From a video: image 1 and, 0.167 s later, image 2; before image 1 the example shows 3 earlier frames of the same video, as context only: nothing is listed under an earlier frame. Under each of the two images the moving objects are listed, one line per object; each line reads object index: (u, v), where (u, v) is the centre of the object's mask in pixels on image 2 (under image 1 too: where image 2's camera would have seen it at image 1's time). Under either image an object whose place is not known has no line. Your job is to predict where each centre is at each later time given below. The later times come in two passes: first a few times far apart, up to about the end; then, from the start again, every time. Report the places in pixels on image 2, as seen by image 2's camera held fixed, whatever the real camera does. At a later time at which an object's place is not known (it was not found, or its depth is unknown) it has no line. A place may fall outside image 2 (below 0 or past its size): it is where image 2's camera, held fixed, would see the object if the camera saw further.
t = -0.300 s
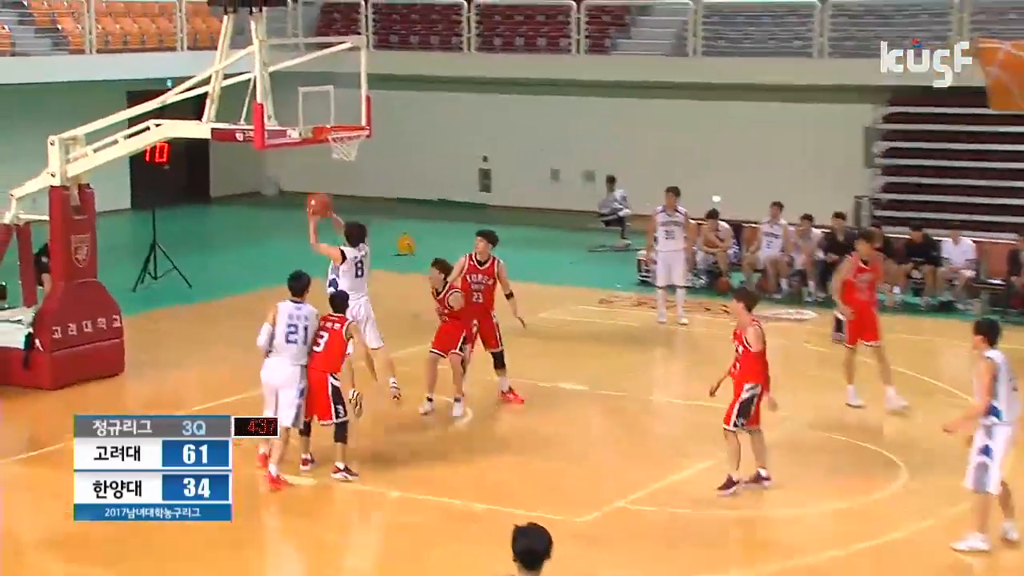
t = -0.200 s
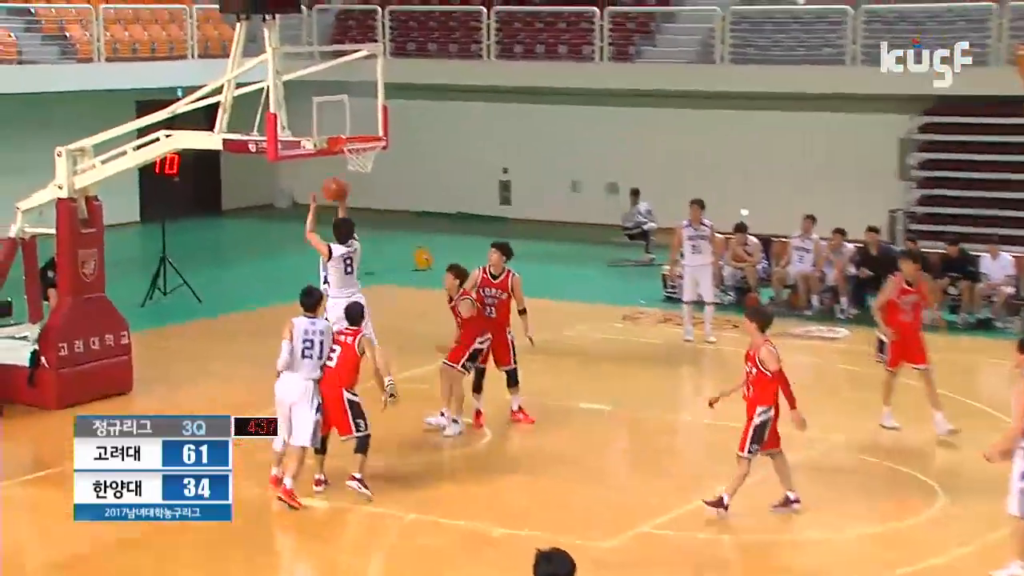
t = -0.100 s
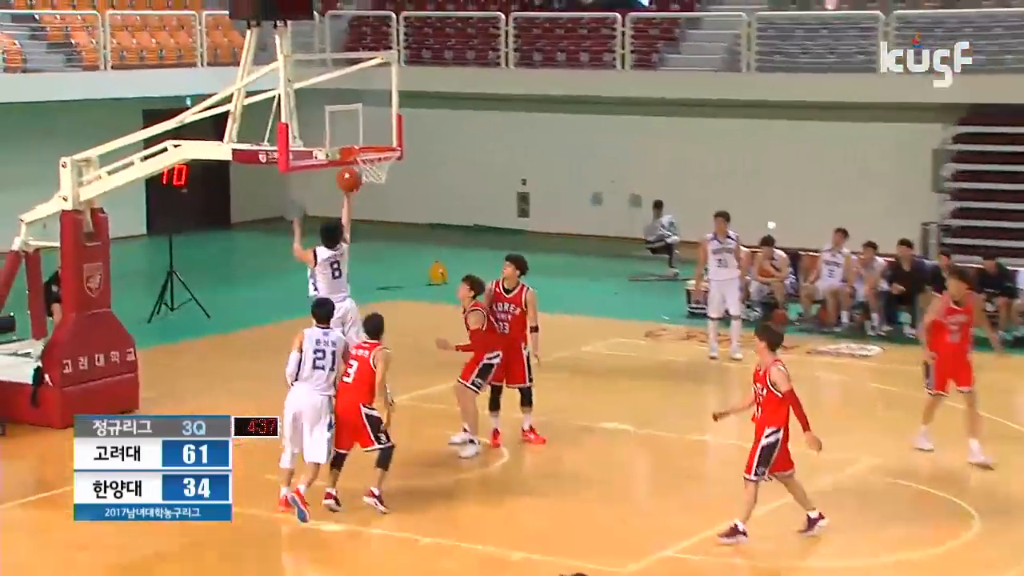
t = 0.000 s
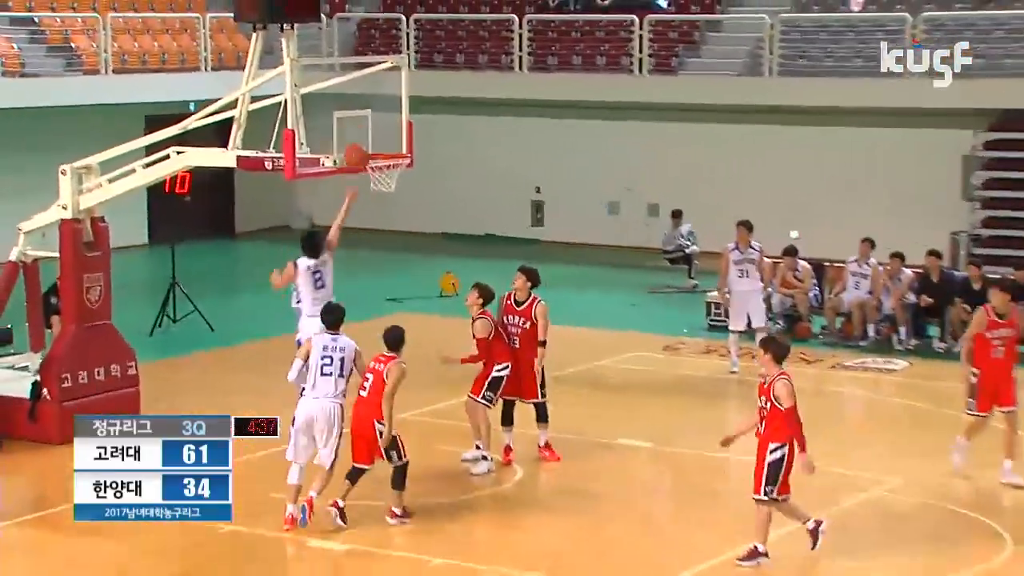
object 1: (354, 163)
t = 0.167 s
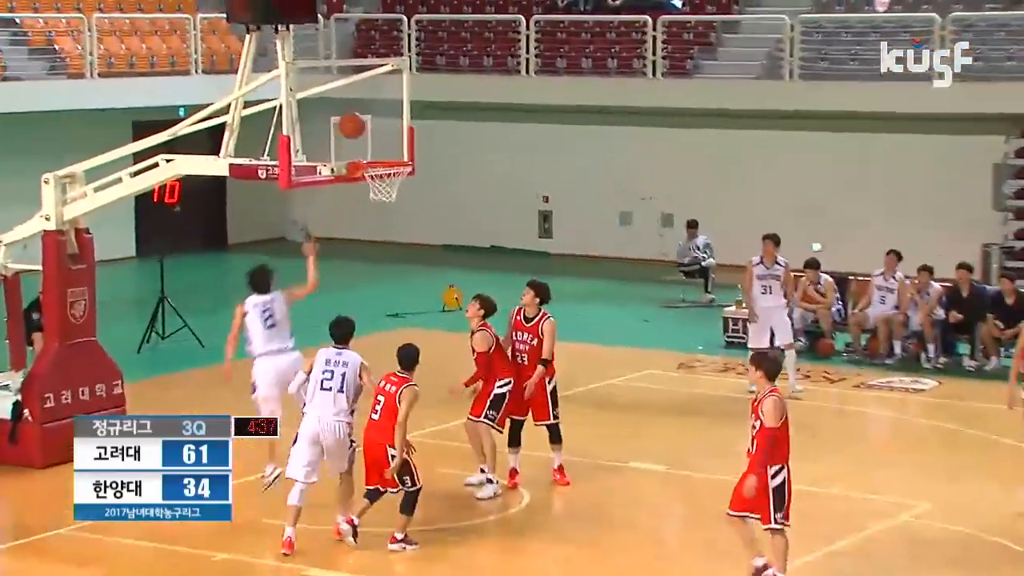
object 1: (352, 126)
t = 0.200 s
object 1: (355, 124)
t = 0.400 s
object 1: (393, 145)
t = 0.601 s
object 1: (375, 151)
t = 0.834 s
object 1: (368, 143)
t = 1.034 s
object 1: (368, 143)
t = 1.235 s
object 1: (376, 156)
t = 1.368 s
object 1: (390, 183)
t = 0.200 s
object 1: (355, 124)
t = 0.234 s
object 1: (362, 124)
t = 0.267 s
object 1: (368, 127)
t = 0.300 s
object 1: (375, 129)
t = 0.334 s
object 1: (381, 134)
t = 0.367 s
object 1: (387, 139)
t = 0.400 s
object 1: (393, 145)
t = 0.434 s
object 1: (400, 152)
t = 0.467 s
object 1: (397, 152)
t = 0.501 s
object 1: (391, 151)
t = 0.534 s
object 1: (386, 151)
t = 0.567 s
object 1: (379, 151)
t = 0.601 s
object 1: (375, 151)
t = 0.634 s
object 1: (374, 147)
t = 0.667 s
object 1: (373, 143)
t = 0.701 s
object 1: (372, 141)
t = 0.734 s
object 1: (370, 140)
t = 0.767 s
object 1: (370, 140)
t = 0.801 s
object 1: (369, 141)
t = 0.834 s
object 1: (368, 143)
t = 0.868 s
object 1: (366, 147)
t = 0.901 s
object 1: (366, 150)
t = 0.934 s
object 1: (366, 147)
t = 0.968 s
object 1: (367, 144)
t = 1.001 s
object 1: (367, 143)
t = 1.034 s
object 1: (368, 143)
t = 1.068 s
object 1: (368, 144)
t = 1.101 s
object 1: (369, 146)
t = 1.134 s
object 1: (370, 149)
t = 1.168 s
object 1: (371, 151)
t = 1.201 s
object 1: (373, 154)
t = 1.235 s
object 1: (376, 156)
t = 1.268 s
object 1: (381, 159)
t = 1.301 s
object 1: (383, 171)
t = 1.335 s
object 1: (386, 177)
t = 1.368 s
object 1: (390, 183)
